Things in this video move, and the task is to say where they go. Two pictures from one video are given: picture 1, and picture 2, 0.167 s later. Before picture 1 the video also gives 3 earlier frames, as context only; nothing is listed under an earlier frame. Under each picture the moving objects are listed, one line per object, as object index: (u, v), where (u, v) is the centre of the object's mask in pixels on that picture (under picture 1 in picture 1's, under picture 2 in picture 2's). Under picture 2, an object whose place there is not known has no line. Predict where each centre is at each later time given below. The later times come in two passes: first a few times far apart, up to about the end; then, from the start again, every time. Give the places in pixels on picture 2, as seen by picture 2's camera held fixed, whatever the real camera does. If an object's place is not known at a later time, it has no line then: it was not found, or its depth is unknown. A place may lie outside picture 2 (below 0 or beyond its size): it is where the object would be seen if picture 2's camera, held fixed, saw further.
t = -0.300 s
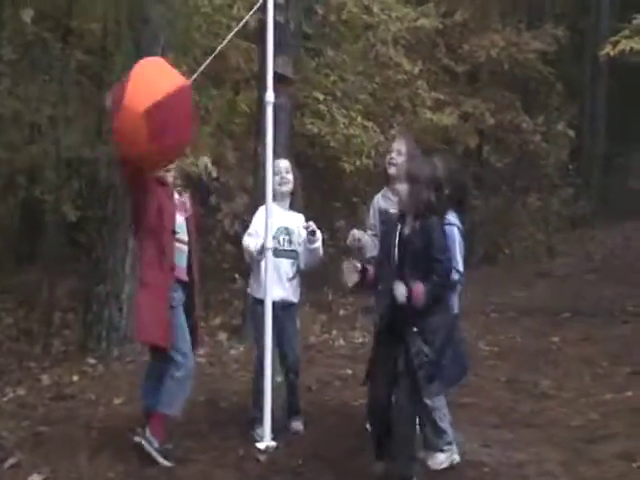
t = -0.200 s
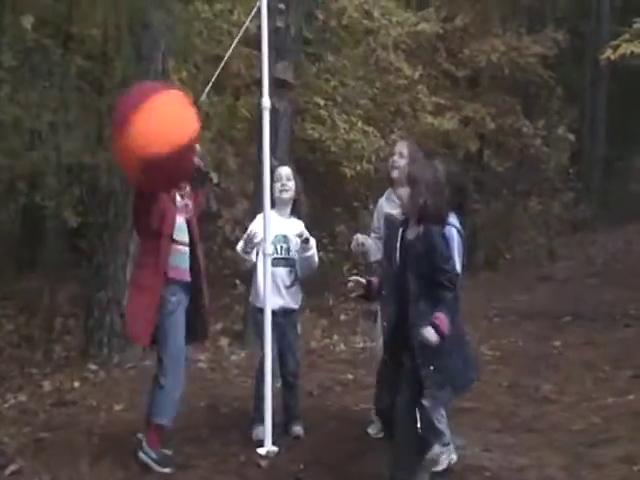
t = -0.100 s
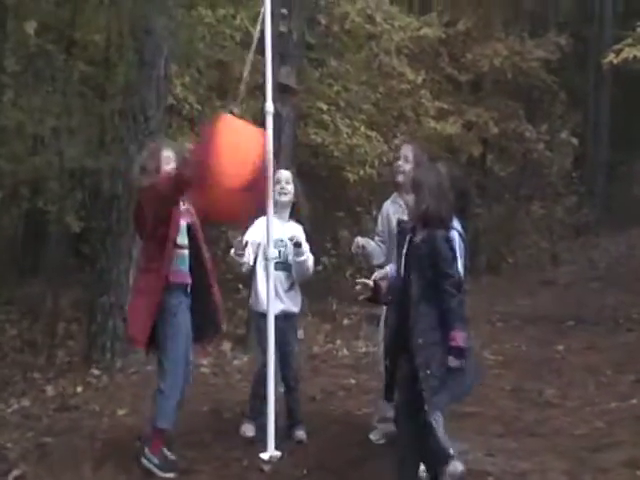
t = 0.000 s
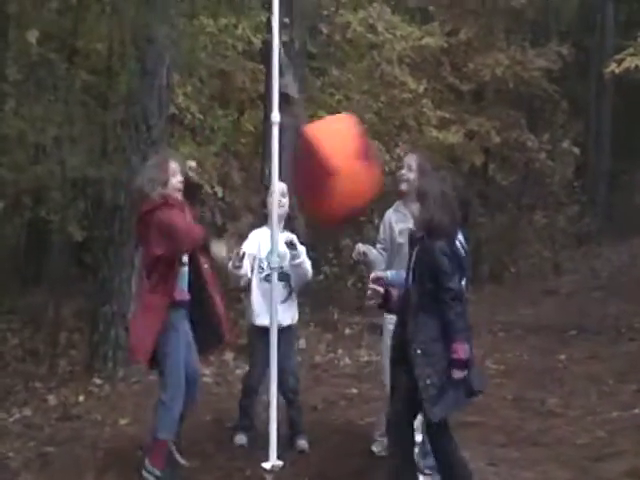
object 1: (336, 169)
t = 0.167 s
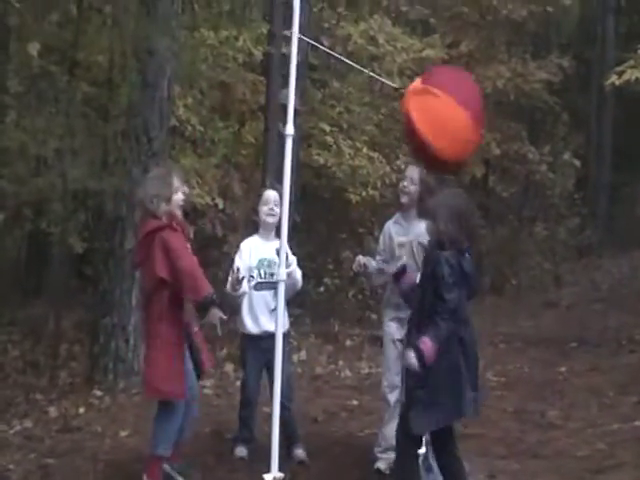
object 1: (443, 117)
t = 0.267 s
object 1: (444, 81)
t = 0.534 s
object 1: (377, 56)
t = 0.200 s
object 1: (450, 104)
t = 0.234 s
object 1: (449, 92)
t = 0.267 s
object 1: (444, 81)
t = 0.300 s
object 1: (439, 71)
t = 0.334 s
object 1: (432, 63)
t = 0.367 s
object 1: (423, 55)
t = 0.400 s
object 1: (414, 50)
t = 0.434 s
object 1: (406, 50)
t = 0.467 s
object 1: (399, 52)
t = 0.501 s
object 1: (386, 54)
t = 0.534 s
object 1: (377, 56)
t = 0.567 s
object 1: (367, 61)
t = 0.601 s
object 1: (354, 68)
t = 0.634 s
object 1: (343, 76)
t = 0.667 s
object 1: (329, 85)
